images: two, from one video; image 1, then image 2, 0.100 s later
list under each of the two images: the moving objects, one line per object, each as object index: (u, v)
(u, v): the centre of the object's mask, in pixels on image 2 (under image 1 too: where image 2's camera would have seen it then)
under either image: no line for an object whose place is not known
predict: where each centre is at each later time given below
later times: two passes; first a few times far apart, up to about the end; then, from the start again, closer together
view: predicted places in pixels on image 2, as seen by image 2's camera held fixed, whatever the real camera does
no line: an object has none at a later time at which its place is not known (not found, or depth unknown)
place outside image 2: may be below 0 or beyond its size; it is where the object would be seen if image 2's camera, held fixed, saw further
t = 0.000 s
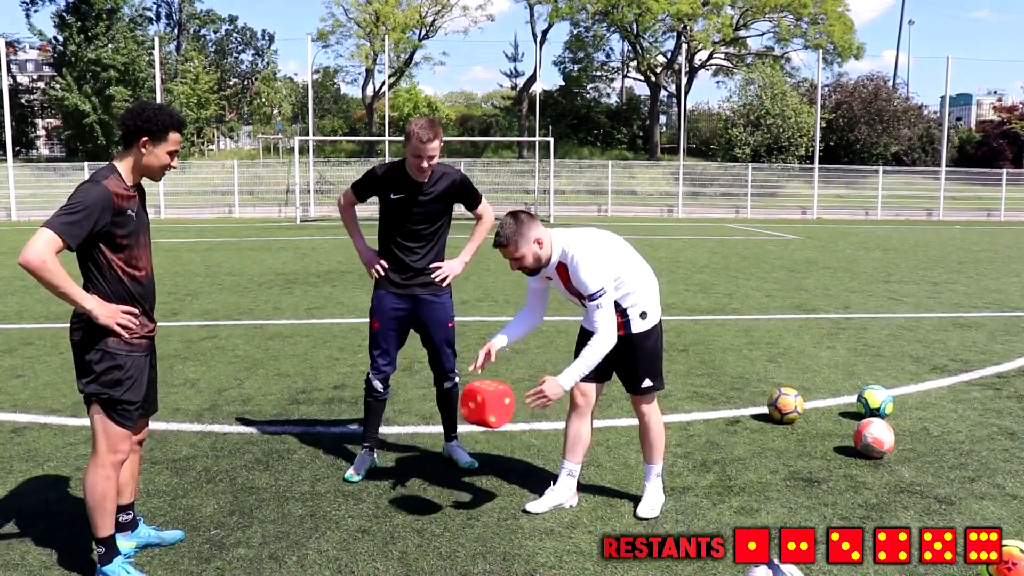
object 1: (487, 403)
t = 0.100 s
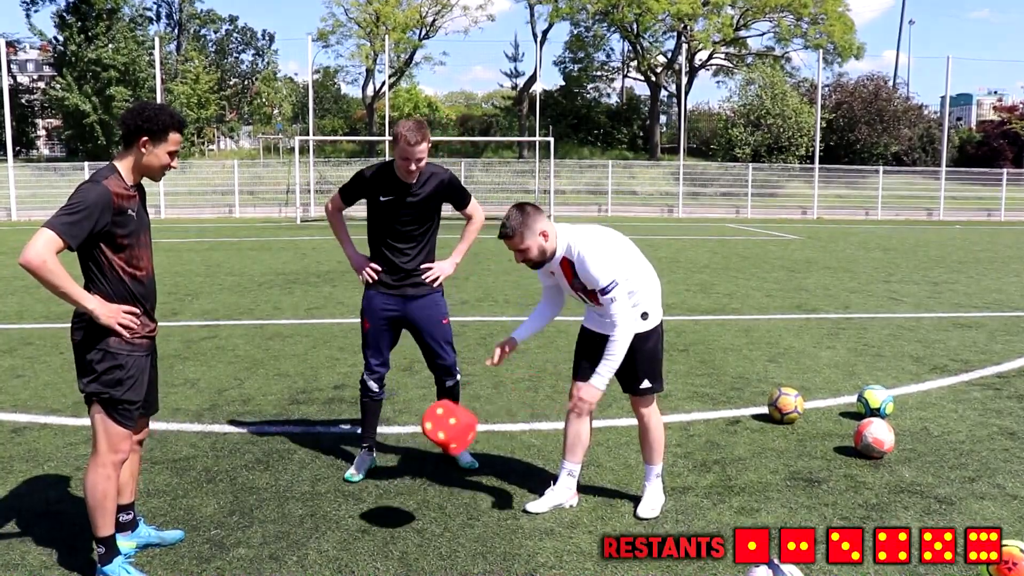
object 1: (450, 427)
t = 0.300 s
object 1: (372, 539)
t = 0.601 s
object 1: (348, 507)
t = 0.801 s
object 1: (326, 502)
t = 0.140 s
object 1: (434, 442)
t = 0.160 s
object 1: (427, 451)
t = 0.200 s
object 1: (412, 472)
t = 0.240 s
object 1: (396, 497)
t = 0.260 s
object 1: (388, 510)
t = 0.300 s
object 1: (372, 539)
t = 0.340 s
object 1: (368, 532)
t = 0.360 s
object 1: (366, 527)
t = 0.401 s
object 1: (363, 518)
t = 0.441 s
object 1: (361, 513)
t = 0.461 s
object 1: (359, 512)
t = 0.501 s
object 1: (356, 511)
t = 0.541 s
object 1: (353, 515)
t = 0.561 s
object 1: (352, 515)
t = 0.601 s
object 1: (348, 507)
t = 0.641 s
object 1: (343, 505)
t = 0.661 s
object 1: (342, 505)
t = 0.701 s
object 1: (337, 507)
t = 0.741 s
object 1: (333, 504)
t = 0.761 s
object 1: (331, 503)
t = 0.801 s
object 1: (326, 502)
